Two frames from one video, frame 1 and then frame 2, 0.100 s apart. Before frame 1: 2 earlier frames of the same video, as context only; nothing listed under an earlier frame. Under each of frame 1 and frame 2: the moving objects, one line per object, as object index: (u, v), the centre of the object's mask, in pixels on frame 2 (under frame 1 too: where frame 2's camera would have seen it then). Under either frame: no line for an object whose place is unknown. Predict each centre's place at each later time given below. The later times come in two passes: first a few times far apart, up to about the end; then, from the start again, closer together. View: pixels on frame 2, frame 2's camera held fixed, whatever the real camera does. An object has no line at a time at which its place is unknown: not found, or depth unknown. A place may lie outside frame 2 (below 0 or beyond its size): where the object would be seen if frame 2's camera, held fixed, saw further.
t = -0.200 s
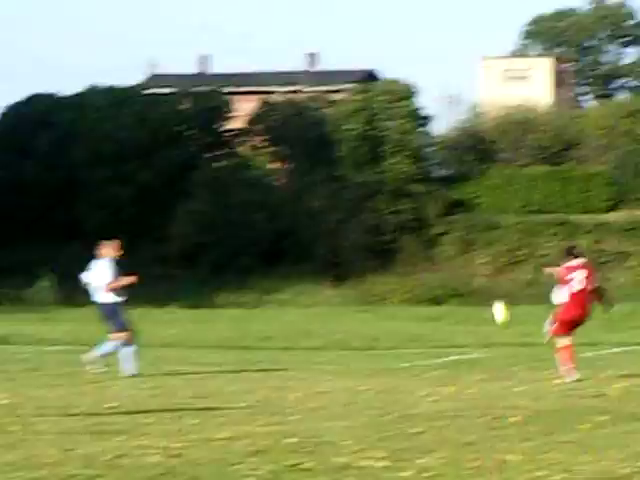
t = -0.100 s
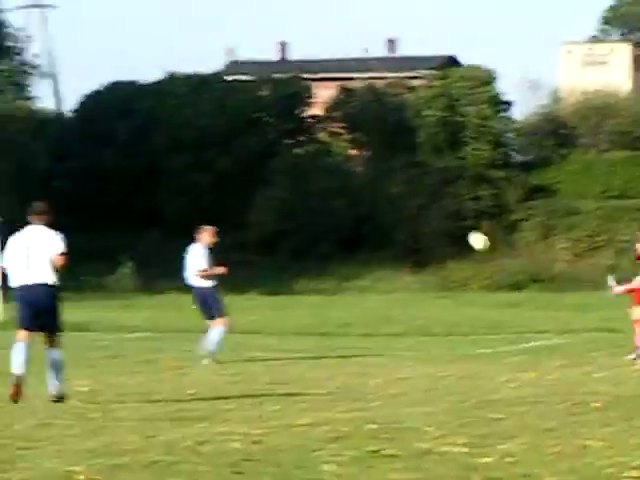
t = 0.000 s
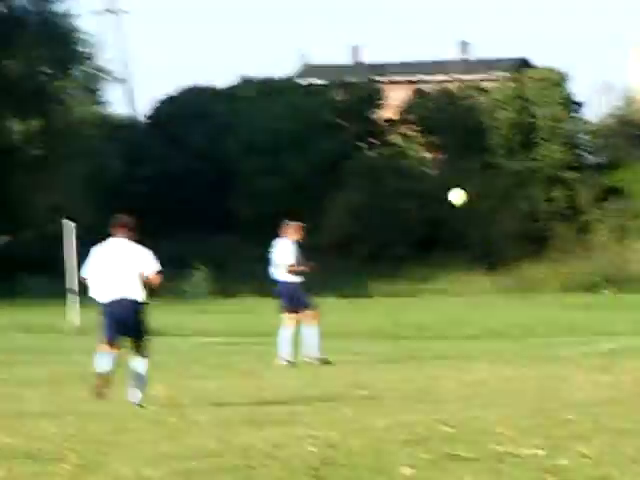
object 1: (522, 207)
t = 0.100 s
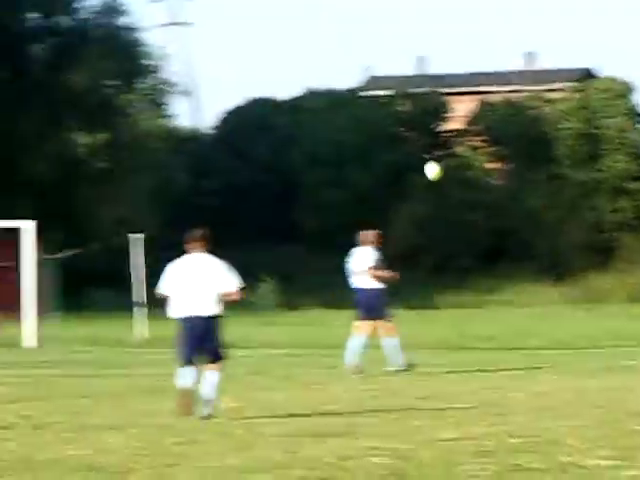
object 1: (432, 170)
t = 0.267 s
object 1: (291, 126)
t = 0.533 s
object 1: (89, 94)
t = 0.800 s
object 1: (-98, 99)
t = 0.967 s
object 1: (-213, 121)
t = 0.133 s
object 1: (403, 160)
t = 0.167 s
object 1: (373, 150)
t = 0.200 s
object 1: (346, 141)
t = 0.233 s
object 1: (318, 134)
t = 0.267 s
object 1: (291, 126)
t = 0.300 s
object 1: (264, 120)
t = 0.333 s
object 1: (238, 113)
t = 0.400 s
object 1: (187, 104)
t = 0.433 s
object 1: (161, 101)
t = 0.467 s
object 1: (136, 98)
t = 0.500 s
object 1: (113, 95)
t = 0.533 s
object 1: (89, 94)
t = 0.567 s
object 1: (65, 92)
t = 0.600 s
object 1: (41, 91)
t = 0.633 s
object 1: (18, 91)
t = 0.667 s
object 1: (-5, 91)
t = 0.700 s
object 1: (-28, 93)
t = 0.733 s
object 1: (-51, 94)
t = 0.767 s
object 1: (-74, 97)
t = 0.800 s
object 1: (-98, 99)
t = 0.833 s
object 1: (-120, 102)
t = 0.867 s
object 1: (-144, 106)
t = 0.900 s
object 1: (-167, 111)
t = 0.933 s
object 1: (-189, 115)
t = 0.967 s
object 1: (-213, 121)
